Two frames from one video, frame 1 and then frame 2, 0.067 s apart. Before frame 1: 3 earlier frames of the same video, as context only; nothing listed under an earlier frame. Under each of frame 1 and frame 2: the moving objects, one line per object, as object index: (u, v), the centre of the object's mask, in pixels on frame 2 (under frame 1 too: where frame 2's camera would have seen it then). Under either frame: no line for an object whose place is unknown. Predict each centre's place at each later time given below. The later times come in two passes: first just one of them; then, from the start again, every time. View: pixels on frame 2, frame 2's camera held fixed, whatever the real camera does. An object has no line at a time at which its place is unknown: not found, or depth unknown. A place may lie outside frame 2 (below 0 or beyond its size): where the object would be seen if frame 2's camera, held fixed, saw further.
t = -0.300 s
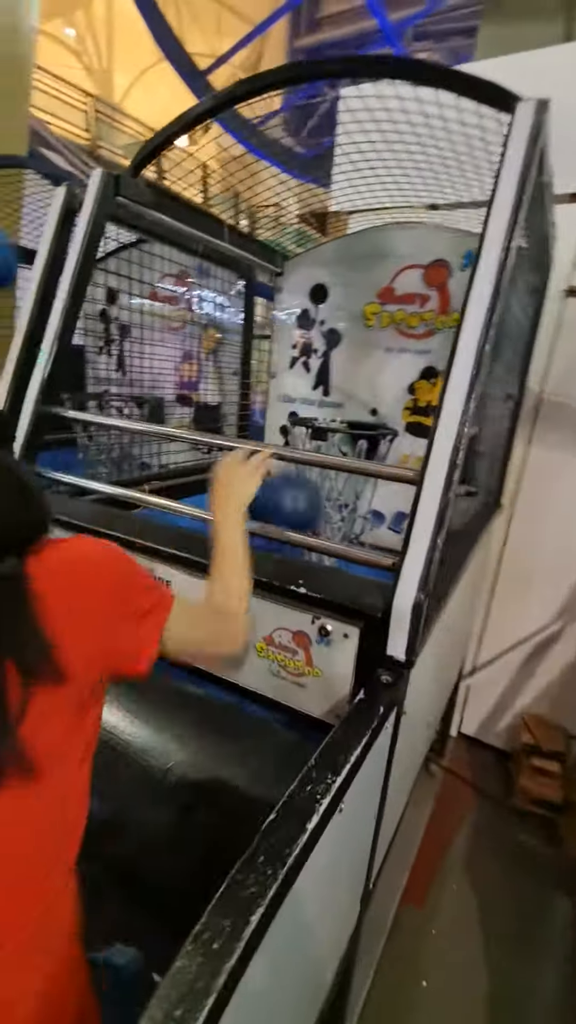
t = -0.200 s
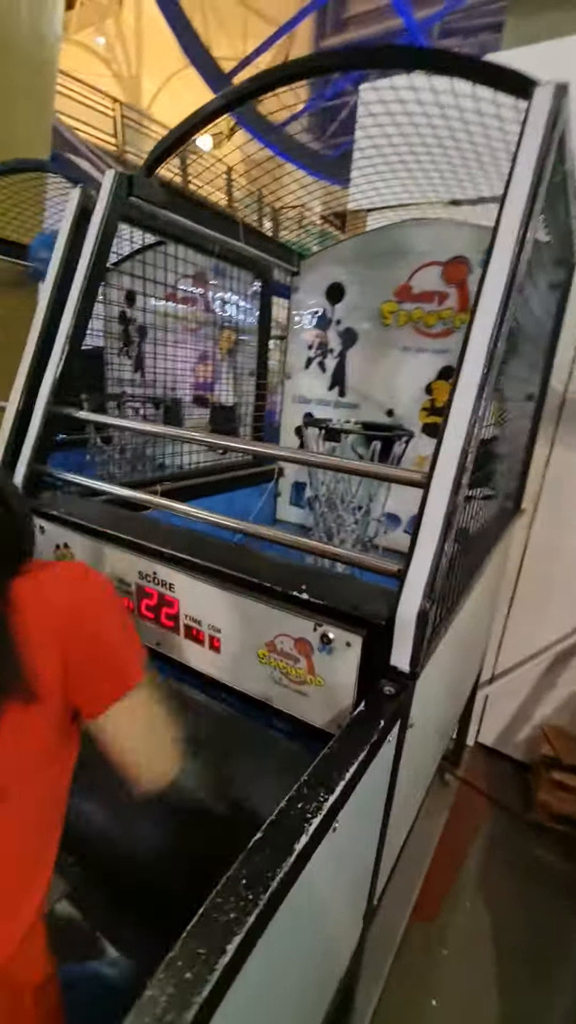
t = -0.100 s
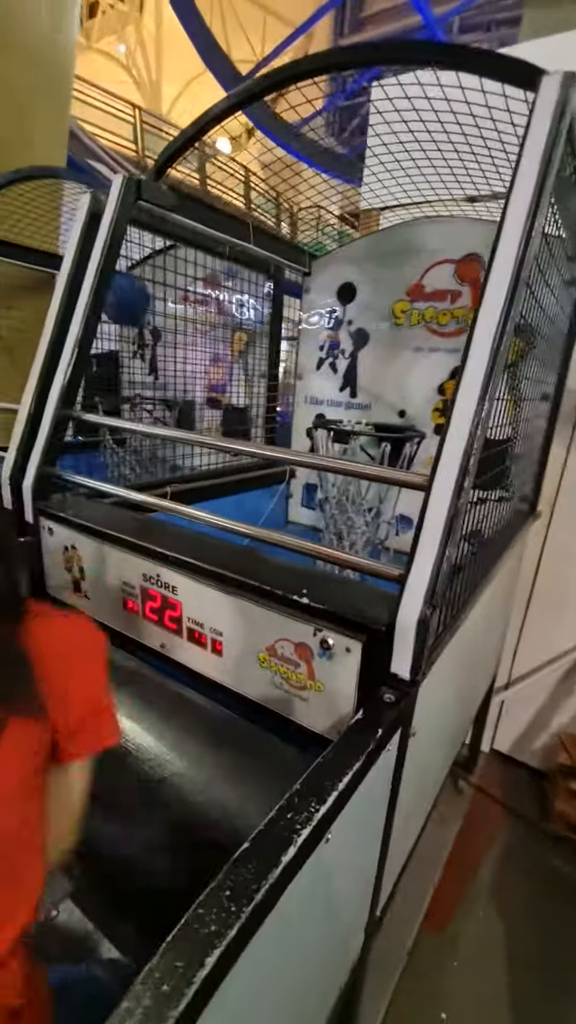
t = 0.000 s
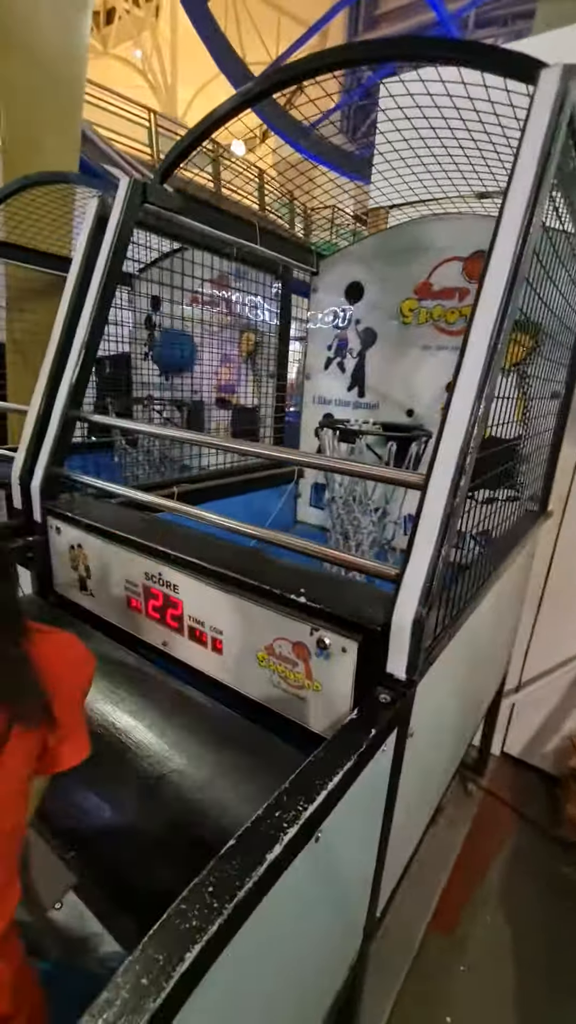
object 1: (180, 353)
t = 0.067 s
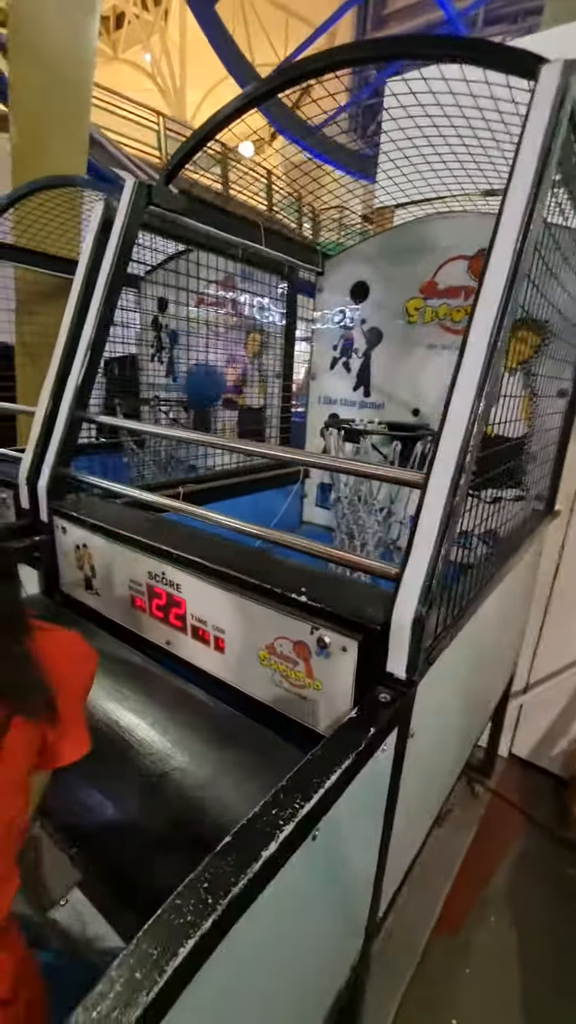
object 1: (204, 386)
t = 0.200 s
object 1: (219, 357)
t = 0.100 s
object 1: (219, 377)
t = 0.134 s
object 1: (226, 370)
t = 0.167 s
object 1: (222, 361)
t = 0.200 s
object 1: (219, 357)
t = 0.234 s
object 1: (216, 357)
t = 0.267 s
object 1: (213, 358)
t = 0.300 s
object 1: (209, 364)
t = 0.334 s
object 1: (203, 373)
